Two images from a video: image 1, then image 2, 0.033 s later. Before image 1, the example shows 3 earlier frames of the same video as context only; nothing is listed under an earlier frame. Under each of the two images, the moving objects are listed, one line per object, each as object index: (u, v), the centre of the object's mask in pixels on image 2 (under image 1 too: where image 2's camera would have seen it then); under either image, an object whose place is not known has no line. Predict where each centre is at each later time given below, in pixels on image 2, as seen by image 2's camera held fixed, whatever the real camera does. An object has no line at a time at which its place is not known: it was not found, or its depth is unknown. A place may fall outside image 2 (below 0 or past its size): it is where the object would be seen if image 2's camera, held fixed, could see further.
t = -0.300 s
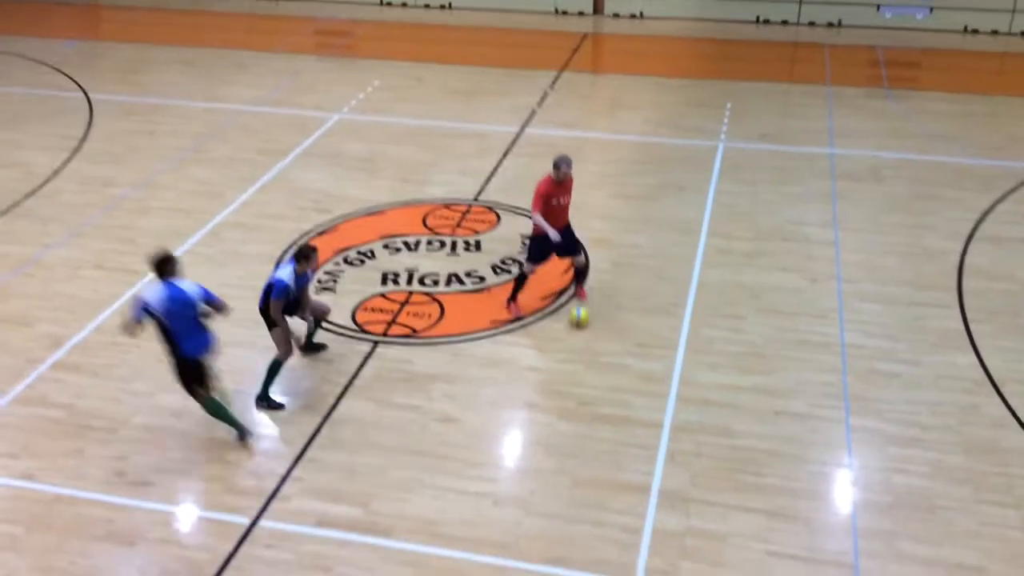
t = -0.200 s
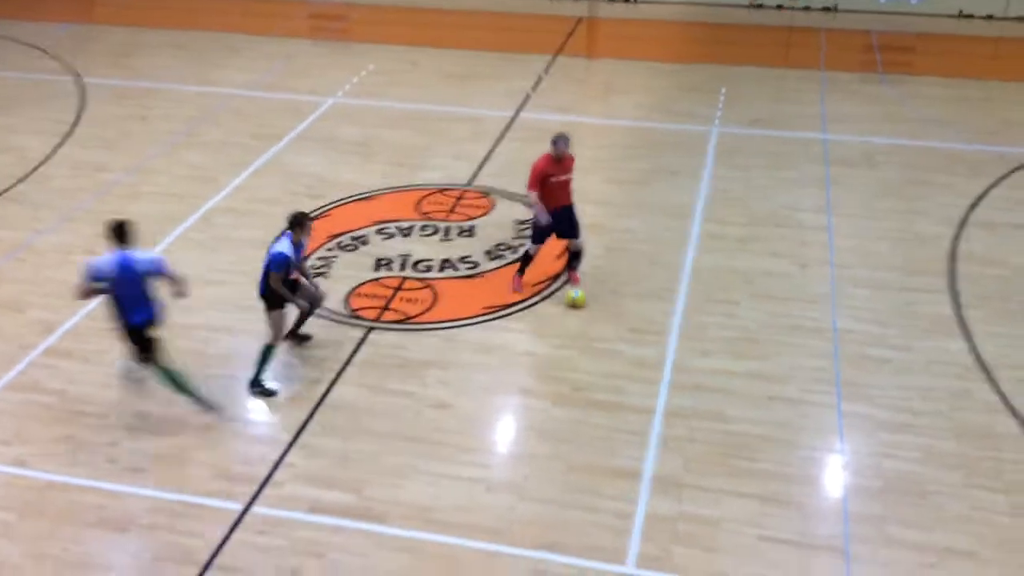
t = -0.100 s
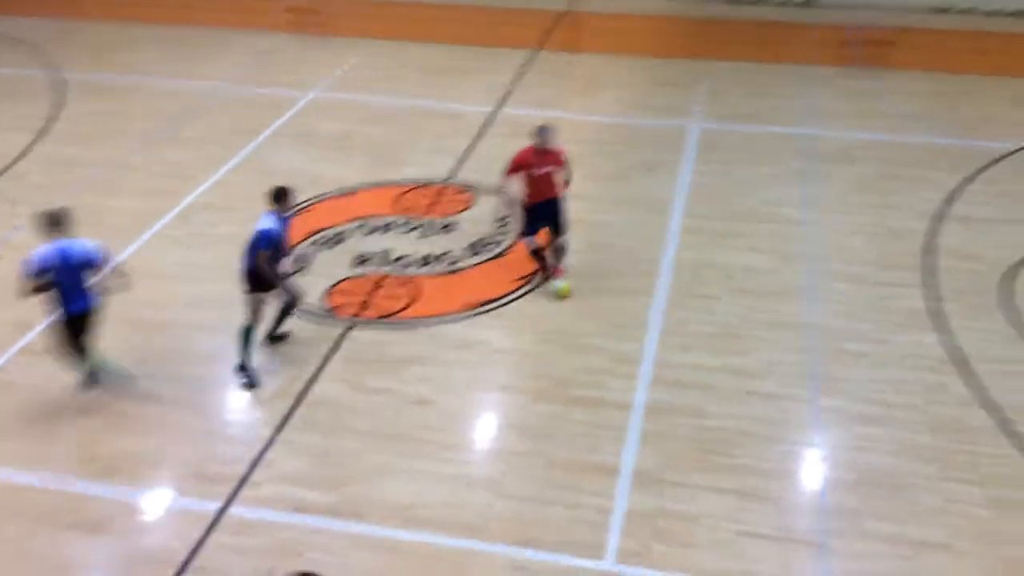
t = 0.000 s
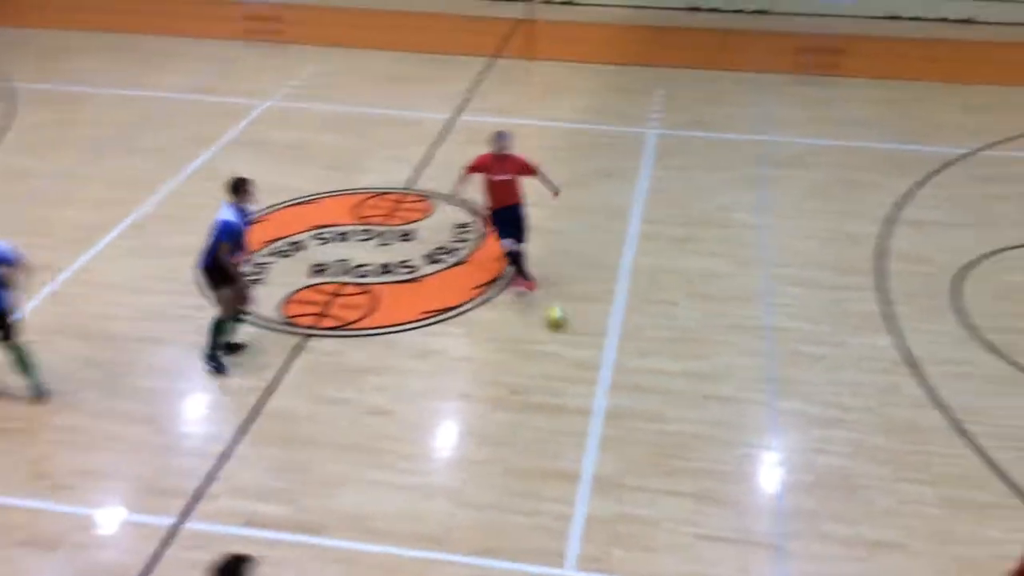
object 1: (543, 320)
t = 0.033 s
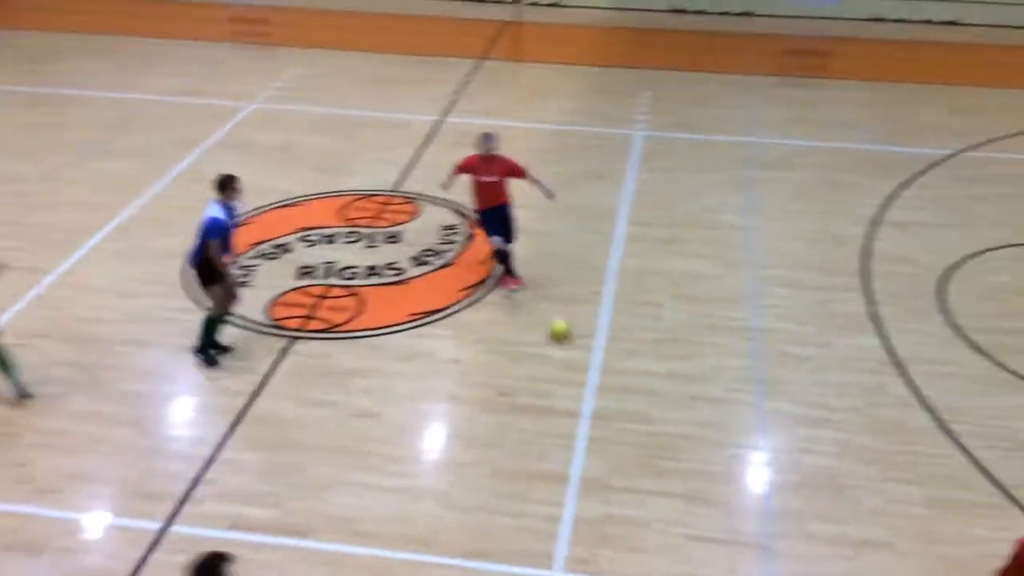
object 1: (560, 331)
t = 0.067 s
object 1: (576, 342)
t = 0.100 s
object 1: (592, 353)
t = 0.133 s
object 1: (610, 365)
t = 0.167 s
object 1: (625, 374)
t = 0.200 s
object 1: (643, 385)
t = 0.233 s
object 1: (660, 397)
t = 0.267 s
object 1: (677, 408)
